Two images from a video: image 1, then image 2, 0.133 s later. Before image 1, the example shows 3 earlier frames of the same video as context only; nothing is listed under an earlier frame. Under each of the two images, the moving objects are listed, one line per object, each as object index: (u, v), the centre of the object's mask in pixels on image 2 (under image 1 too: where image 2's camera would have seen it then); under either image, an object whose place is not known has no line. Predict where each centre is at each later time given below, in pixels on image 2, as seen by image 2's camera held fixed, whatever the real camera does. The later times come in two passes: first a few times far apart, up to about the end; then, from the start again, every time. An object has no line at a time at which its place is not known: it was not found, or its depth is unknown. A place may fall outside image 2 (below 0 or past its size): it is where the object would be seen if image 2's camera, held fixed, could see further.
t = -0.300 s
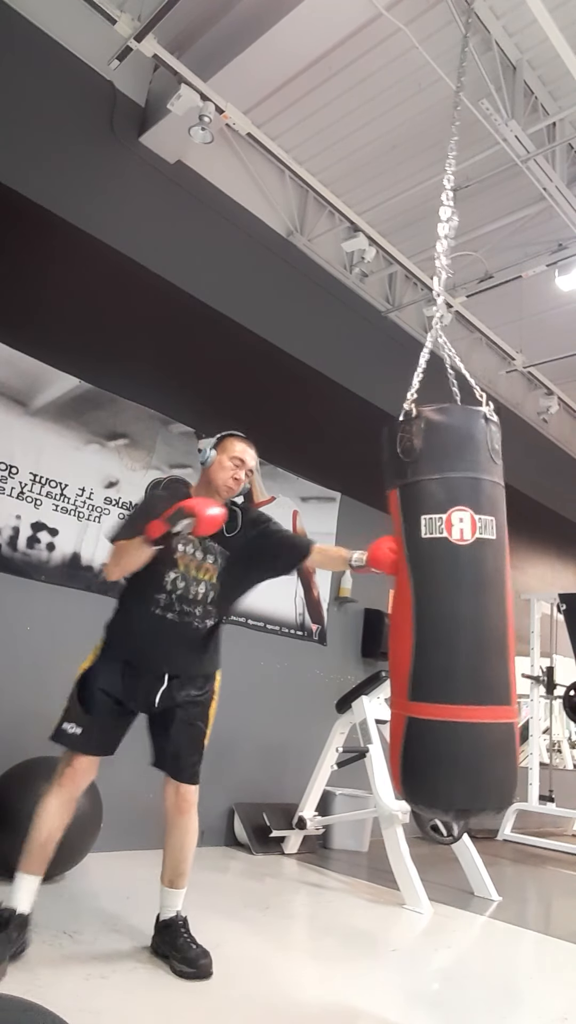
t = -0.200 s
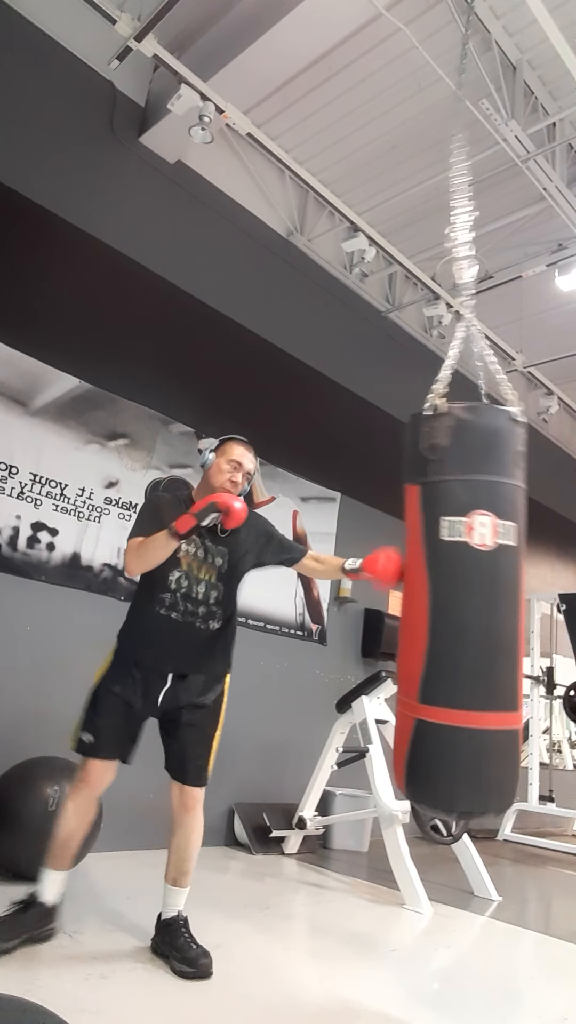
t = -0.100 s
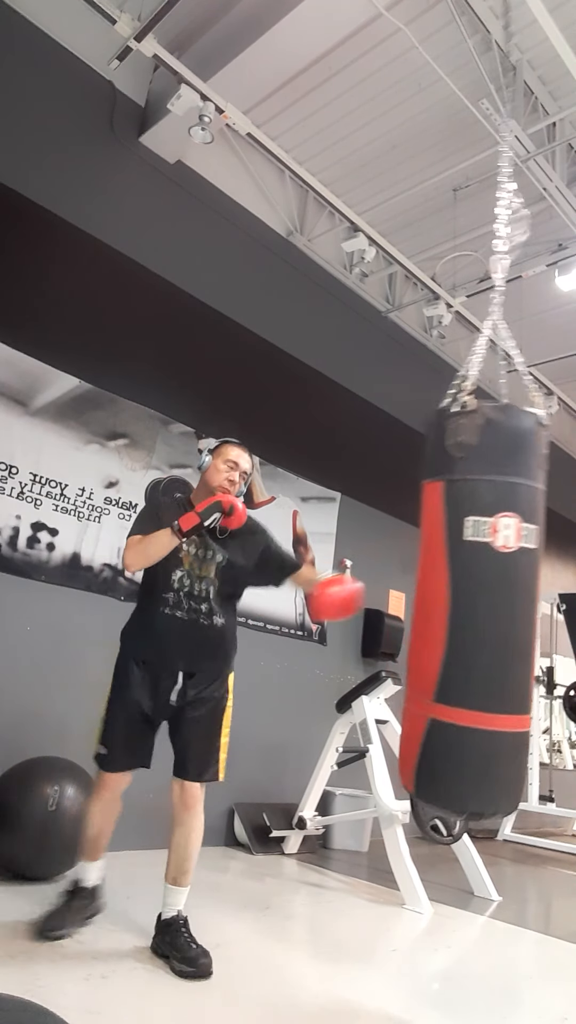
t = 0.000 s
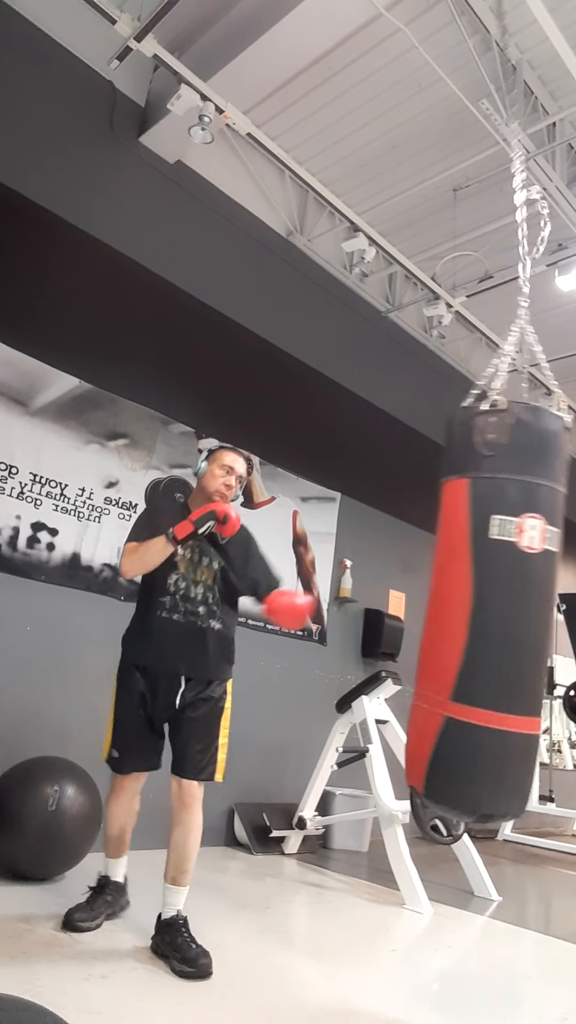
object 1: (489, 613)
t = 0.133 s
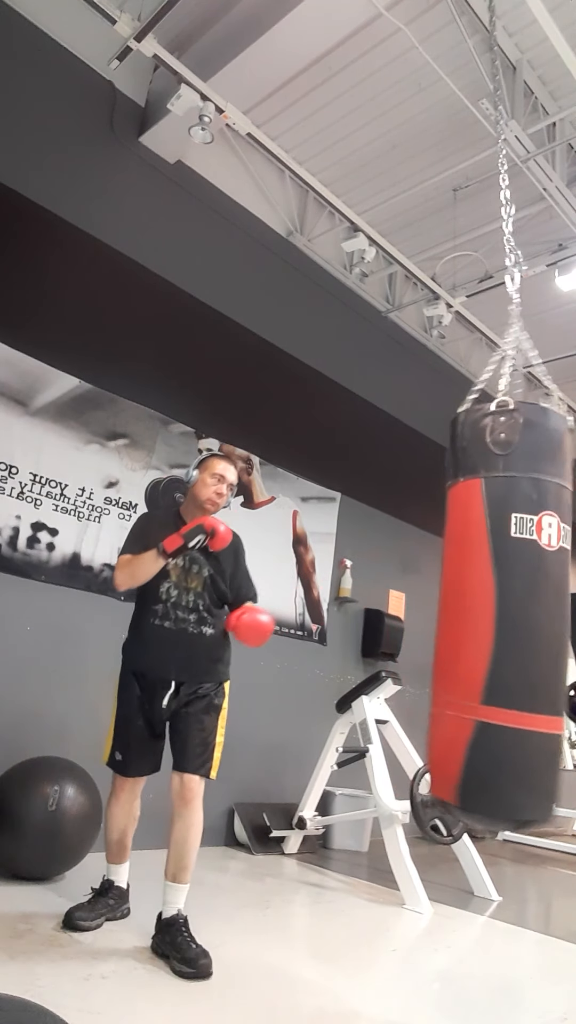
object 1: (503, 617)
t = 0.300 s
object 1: (509, 611)
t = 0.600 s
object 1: (524, 617)
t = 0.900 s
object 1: (522, 608)
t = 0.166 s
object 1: (505, 620)
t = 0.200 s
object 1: (507, 621)
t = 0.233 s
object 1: (507, 618)
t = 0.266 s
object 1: (508, 614)
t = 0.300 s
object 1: (509, 611)
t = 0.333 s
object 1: (510, 606)
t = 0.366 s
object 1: (512, 603)
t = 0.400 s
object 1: (513, 601)
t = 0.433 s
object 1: (515, 602)
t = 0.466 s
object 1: (517, 602)
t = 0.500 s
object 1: (519, 601)
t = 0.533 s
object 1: (521, 606)
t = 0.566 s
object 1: (522, 612)
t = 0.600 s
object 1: (524, 617)
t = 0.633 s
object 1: (524, 618)
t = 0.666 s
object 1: (525, 619)
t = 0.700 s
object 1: (525, 619)
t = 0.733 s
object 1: (525, 620)
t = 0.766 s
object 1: (525, 619)
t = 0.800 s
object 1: (524, 617)
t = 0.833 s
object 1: (523, 616)
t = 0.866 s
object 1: (523, 613)
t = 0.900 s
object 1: (522, 608)
